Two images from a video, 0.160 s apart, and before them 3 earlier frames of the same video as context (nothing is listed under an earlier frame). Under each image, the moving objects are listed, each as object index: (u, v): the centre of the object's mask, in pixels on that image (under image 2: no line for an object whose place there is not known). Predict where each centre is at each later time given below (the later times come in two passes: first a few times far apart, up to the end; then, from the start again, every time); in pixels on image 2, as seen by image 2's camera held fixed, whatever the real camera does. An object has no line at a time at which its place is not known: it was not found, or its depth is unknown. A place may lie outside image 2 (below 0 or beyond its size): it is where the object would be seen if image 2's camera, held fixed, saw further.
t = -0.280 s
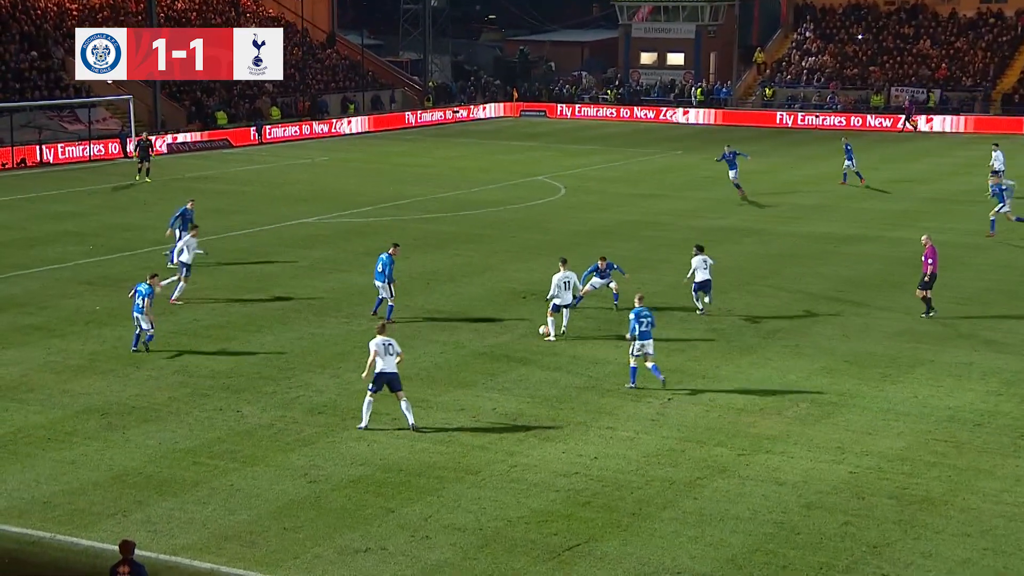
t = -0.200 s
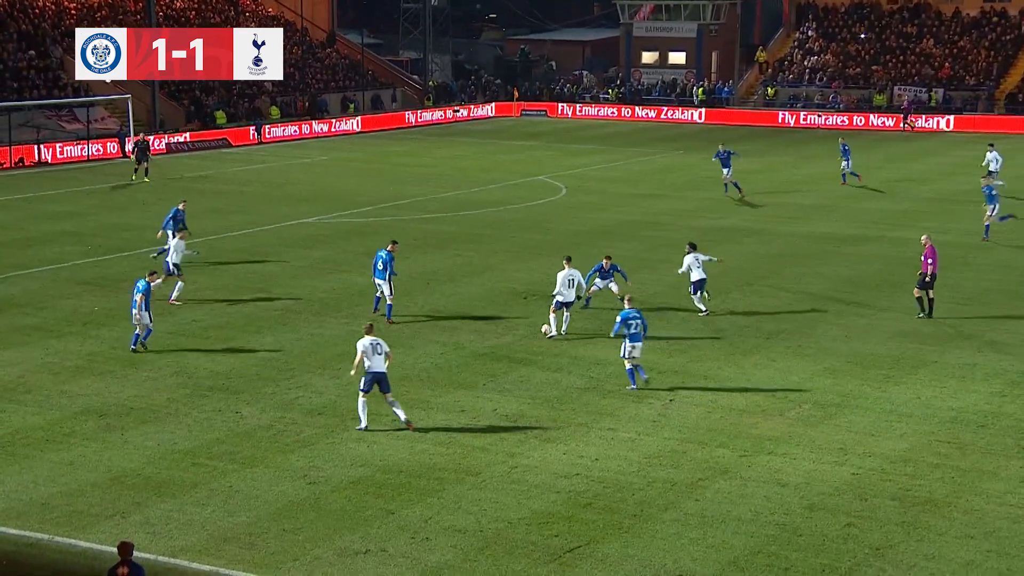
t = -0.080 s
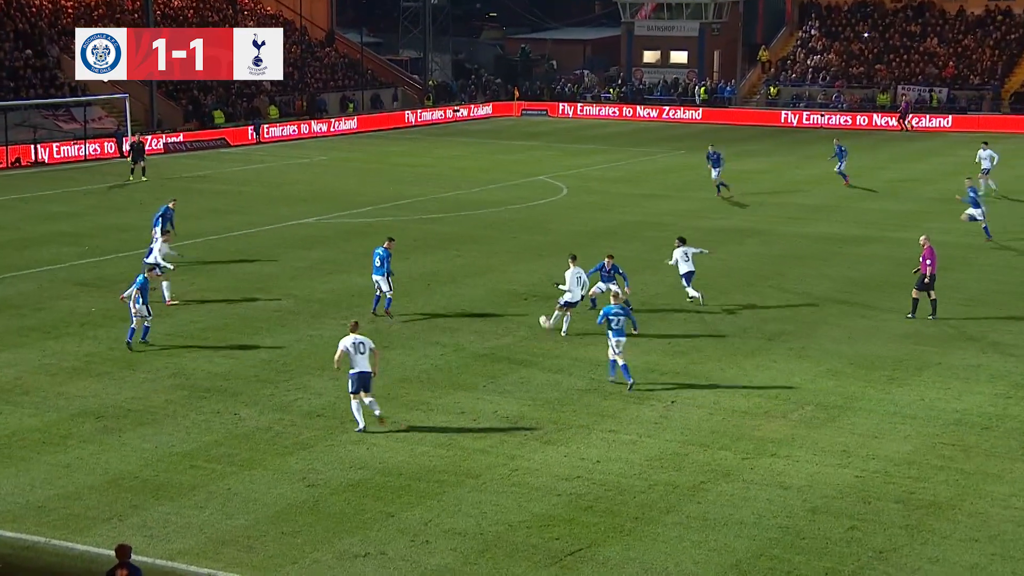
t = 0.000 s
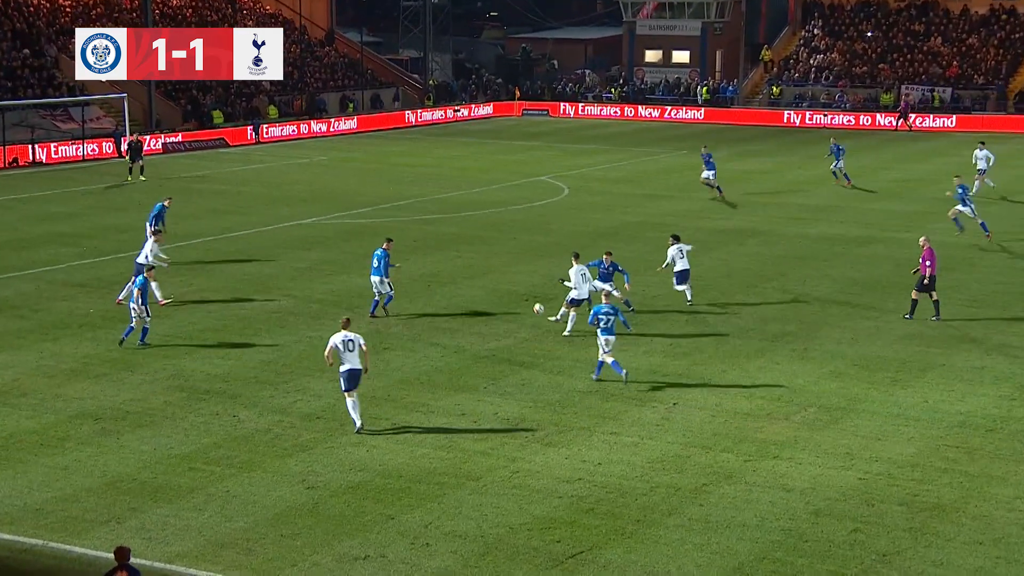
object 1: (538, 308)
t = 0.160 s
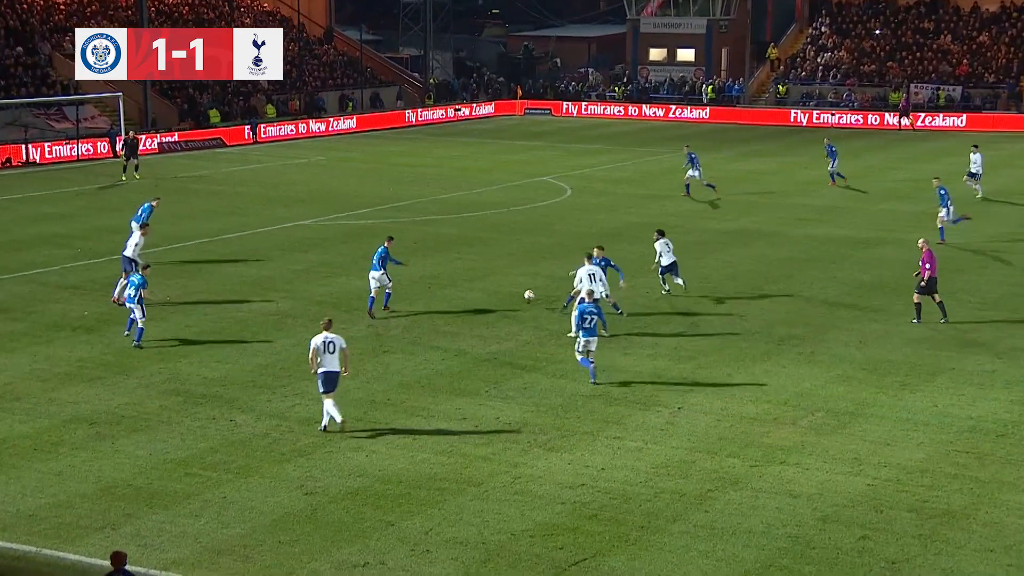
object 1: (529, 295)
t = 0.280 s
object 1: (521, 291)
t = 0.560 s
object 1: (514, 264)
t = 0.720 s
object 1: (512, 262)
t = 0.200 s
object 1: (526, 293)
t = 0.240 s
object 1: (524, 291)
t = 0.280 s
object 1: (521, 291)
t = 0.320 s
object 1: (520, 291)
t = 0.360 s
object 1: (518, 284)
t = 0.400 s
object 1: (517, 279)
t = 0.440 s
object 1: (517, 273)
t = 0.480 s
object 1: (515, 269)
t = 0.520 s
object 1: (515, 266)
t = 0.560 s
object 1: (514, 264)
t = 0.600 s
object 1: (514, 262)
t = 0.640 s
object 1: (513, 261)
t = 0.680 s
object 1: (513, 261)
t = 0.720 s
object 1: (512, 262)
